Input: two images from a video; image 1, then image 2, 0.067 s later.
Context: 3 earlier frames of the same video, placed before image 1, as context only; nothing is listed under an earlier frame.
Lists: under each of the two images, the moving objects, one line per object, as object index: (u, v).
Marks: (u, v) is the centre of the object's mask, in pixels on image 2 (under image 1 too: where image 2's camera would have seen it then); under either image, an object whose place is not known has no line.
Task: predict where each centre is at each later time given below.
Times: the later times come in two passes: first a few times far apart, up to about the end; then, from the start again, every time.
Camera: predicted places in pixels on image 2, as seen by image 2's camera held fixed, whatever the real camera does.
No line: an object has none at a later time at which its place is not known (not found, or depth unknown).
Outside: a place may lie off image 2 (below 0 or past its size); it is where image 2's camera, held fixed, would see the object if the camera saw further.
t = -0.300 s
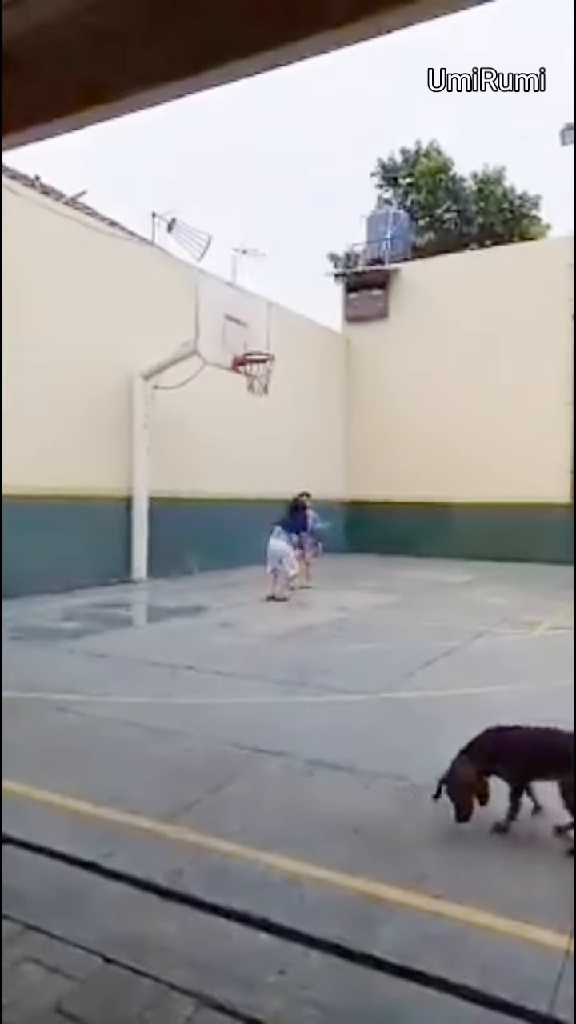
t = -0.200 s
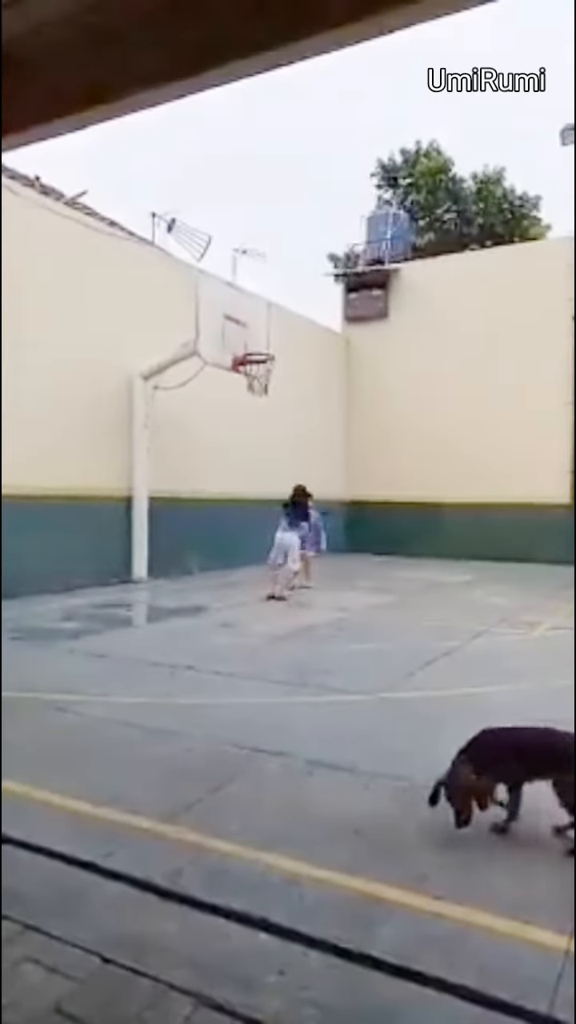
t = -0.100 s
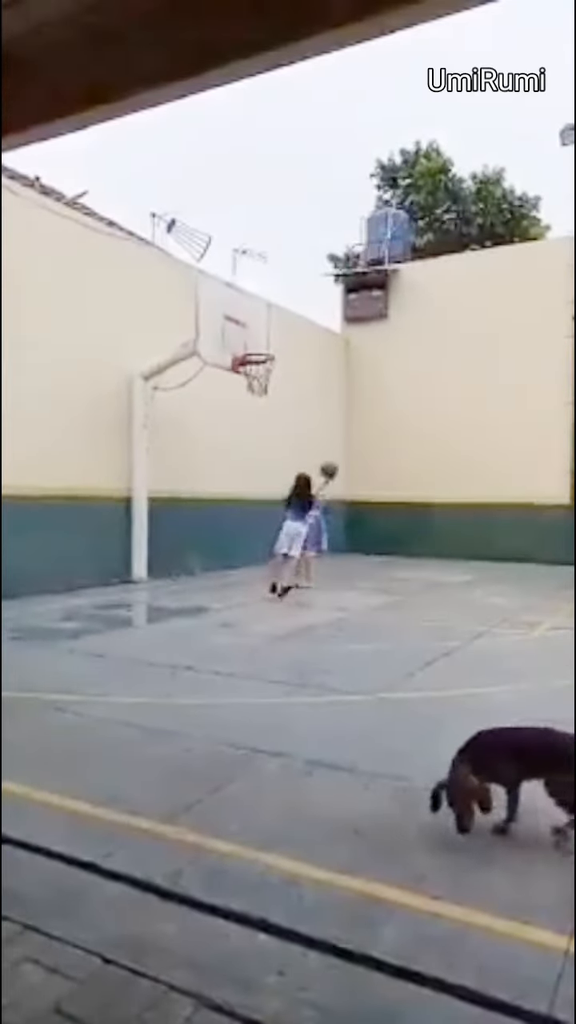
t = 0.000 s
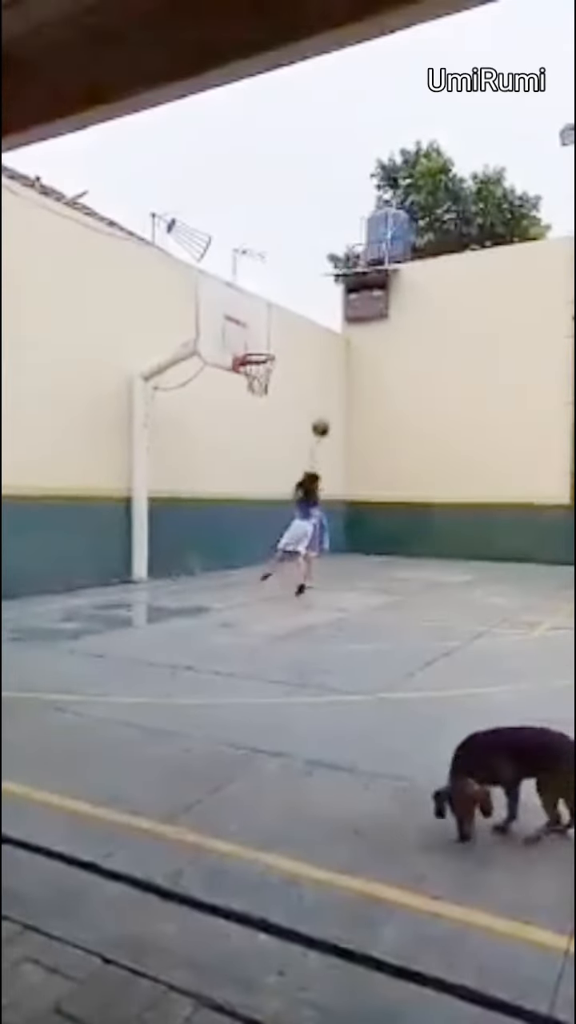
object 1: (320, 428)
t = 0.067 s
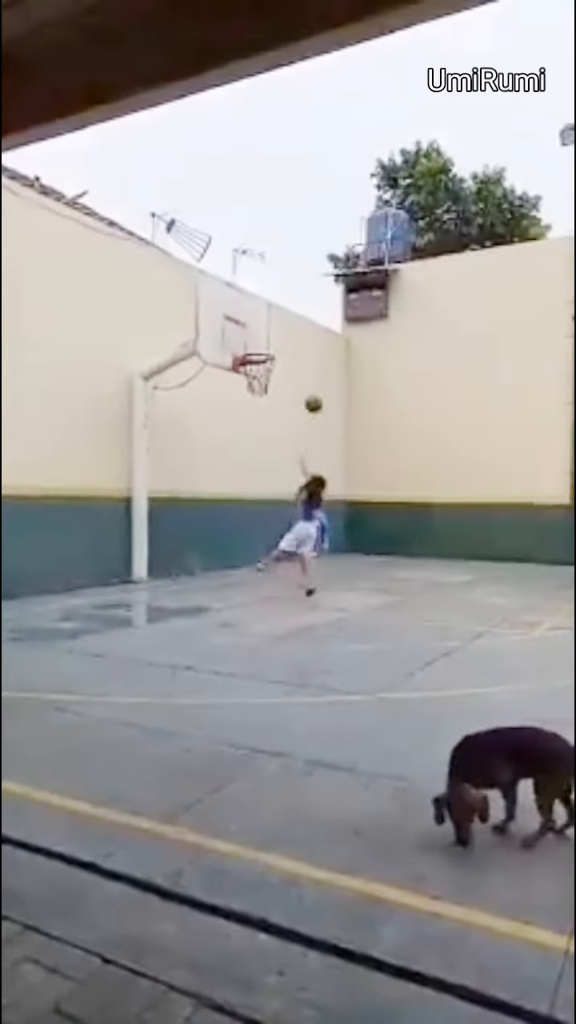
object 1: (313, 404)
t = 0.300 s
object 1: (291, 350)
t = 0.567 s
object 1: (267, 340)
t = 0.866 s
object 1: (253, 339)
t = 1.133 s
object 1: (256, 348)
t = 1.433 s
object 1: (248, 378)
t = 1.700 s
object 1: (243, 418)
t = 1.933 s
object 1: (237, 493)
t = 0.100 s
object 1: (310, 394)
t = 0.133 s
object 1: (306, 385)
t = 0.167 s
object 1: (304, 376)
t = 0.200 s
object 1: (301, 368)
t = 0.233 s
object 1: (298, 361)
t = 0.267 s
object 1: (294, 355)
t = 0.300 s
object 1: (291, 350)
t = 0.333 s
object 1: (288, 346)
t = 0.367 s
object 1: (285, 343)
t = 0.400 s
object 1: (282, 340)
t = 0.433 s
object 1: (278, 339)
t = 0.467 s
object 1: (276, 338)
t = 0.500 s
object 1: (273, 338)
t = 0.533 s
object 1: (270, 338)
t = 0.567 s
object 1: (267, 340)
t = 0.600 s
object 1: (264, 341)
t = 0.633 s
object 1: (261, 344)
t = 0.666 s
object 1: (258, 347)
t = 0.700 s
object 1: (256, 347)
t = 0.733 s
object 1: (256, 345)
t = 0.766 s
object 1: (255, 342)
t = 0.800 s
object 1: (254, 341)
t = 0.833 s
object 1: (254, 339)
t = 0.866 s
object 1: (253, 339)
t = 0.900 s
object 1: (253, 339)
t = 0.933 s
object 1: (252, 340)
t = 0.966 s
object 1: (251, 341)
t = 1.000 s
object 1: (251, 343)
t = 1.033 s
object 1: (250, 345)
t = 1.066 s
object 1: (250, 347)
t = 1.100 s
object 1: (253, 347)
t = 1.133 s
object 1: (256, 348)
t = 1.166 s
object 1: (260, 348)
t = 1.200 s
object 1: (261, 350)
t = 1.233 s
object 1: (268, 353)
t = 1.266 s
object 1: (268, 354)
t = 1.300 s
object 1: (266, 360)
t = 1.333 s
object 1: (257, 362)
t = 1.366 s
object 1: (253, 370)
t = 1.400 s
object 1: (250, 373)
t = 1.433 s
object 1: (248, 378)
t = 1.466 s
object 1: (247, 380)
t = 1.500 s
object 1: (246, 382)
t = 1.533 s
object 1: (246, 384)
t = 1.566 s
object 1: (245, 392)
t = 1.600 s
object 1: (245, 397)
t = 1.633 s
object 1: (244, 403)
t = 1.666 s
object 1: (243, 409)
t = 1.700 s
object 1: (243, 418)
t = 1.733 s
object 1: (242, 426)
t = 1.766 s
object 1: (241, 435)
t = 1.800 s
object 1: (241, 446)
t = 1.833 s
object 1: (240, 456)
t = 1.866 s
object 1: (239, 467)
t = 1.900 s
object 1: (239, 479)
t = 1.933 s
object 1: (237, 493)
